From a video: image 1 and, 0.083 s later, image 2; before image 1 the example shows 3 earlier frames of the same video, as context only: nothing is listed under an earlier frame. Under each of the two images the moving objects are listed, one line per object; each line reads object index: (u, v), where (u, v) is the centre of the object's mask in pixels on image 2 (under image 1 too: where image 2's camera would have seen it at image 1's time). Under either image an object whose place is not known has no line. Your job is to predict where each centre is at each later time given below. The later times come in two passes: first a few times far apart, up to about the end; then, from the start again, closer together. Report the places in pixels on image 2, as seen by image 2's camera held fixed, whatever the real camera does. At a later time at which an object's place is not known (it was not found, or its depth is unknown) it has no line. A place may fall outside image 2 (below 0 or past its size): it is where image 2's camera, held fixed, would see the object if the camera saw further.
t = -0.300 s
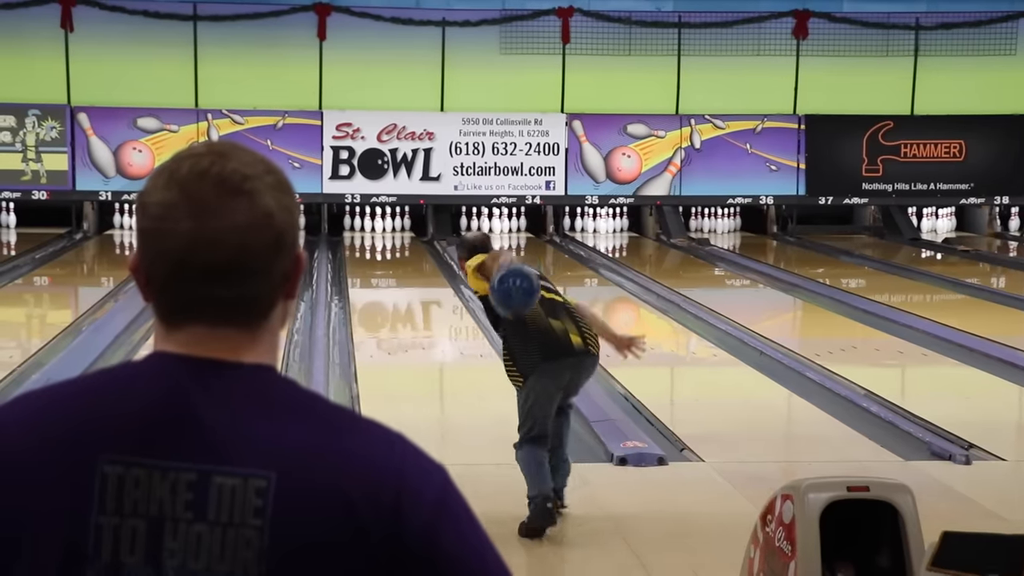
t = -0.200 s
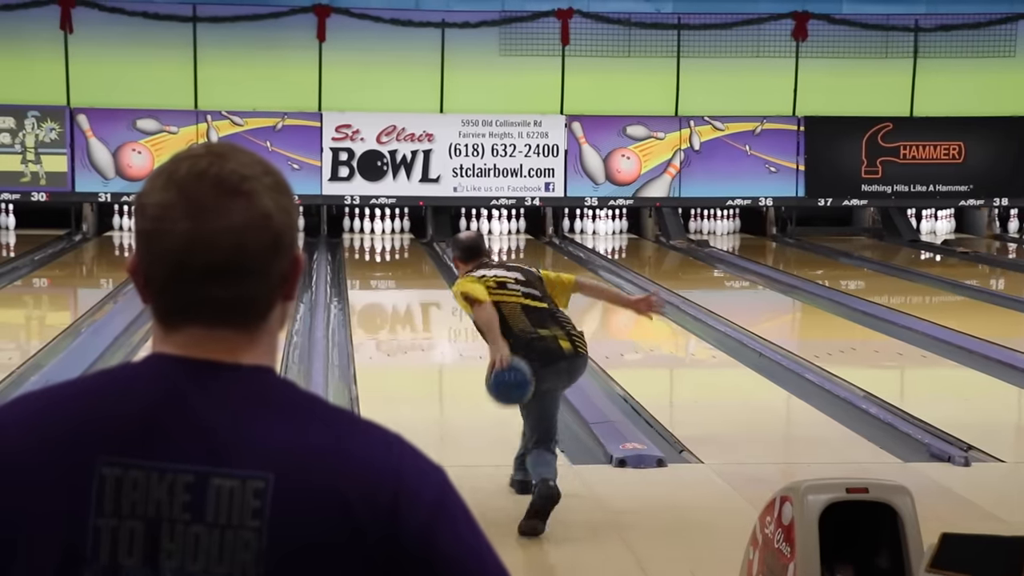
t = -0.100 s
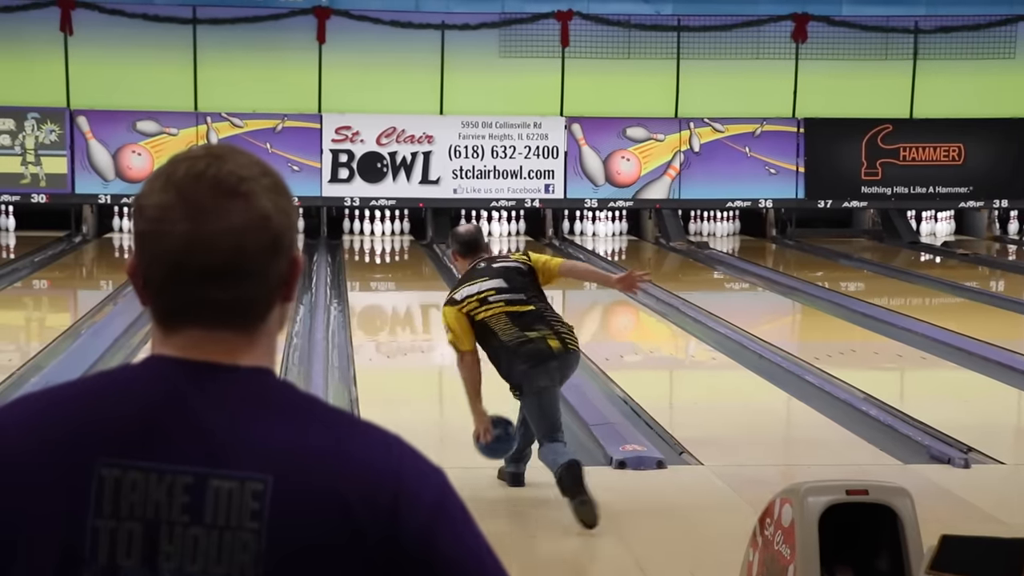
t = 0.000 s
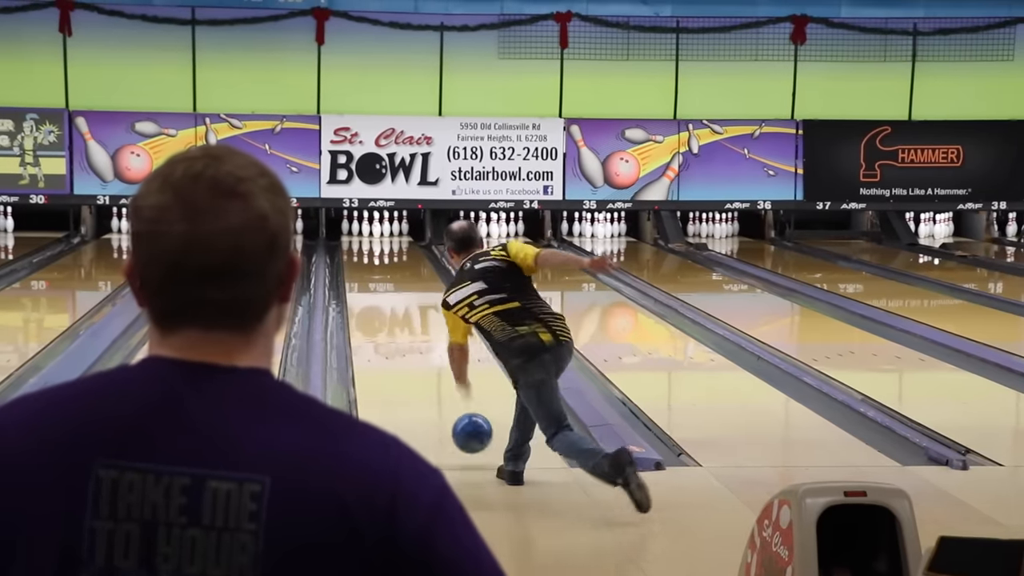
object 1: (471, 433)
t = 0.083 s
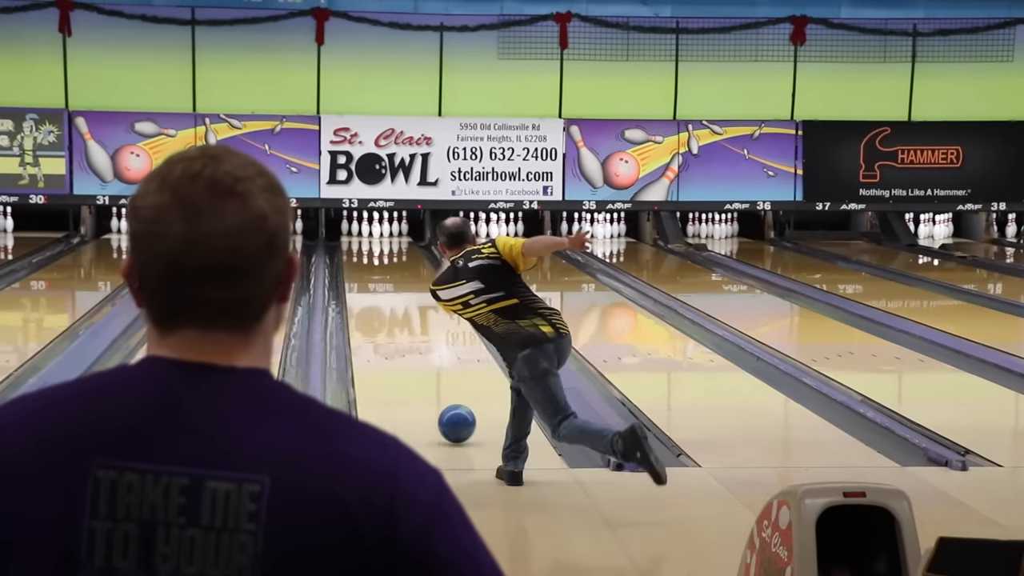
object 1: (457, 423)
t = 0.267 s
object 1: (431, 384)
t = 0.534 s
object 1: (405, 341)
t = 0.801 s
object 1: (387, 311)
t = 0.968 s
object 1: (373, 296)
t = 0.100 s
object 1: (454, 421)
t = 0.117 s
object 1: (451, 416)
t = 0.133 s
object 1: (449, 412)
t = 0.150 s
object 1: (447, 408)
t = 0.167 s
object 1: (444, 405)
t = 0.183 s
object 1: (442, 401)
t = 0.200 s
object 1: (440, 398)
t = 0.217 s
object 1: (438, 394)
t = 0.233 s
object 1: (435, 391)
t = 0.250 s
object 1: (434, 387)
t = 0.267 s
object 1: (431, 384)
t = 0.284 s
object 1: (429, 381)
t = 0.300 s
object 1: (428, 378)
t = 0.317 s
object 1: (426, 375)
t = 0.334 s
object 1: (424, 372)
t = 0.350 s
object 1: (422, 369)
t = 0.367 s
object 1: (421, 366)
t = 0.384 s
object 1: (419, 363)
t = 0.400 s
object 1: (417, 361)
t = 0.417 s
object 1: (416, 358)
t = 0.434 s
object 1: (414, 355)
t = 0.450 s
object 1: (415, 353)
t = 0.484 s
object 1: (405, 348)
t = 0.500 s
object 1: (408, 346)
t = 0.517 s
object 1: (407, 343)
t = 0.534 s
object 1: (405, 341)
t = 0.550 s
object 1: (404, 339)
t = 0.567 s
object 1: (403, 337)
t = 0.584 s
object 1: (402, 335)
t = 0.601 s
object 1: (400, 333)
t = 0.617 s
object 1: (399, 331)
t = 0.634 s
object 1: (398, 329)
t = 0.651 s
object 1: (397, 327)
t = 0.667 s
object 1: (396, 325)
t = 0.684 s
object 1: (394, 323)
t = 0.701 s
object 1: (393, 321)
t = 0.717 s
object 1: (392, 319)
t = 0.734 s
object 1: (391, 317)
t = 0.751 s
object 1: (390, 316)
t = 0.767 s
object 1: (389, 314)
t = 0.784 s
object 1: (388, 313)
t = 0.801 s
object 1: (387, 311)
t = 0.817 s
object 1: (386, 309)
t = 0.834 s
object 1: (385, 308)
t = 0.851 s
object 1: (384, 306)
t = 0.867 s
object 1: (383, 304)
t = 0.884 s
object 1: (382, 303)
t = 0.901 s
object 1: (382, 301)
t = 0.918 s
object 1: (381, 300)
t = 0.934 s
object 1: (380, 299)
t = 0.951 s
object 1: (376, 297)
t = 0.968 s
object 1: (373, 296)
